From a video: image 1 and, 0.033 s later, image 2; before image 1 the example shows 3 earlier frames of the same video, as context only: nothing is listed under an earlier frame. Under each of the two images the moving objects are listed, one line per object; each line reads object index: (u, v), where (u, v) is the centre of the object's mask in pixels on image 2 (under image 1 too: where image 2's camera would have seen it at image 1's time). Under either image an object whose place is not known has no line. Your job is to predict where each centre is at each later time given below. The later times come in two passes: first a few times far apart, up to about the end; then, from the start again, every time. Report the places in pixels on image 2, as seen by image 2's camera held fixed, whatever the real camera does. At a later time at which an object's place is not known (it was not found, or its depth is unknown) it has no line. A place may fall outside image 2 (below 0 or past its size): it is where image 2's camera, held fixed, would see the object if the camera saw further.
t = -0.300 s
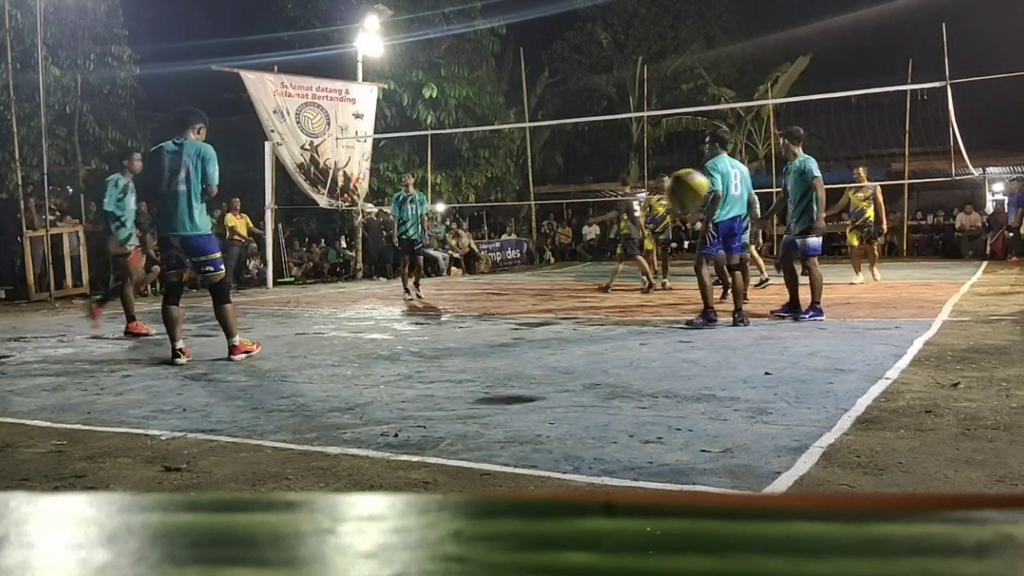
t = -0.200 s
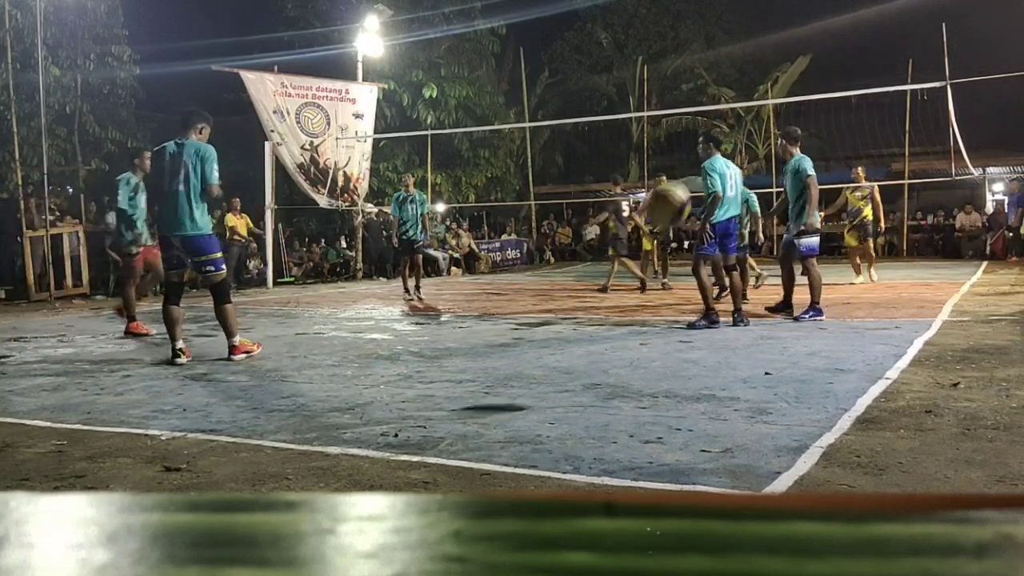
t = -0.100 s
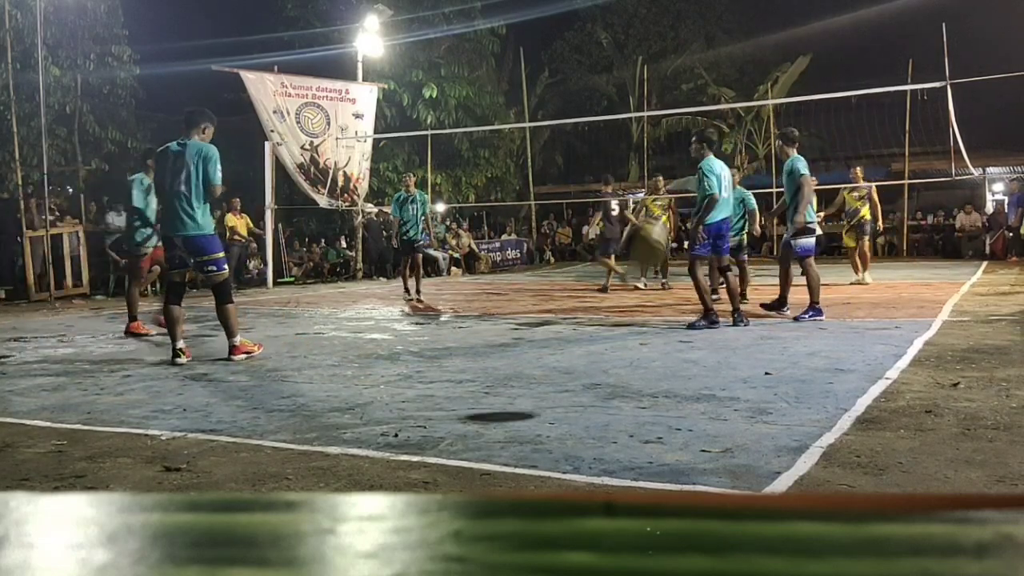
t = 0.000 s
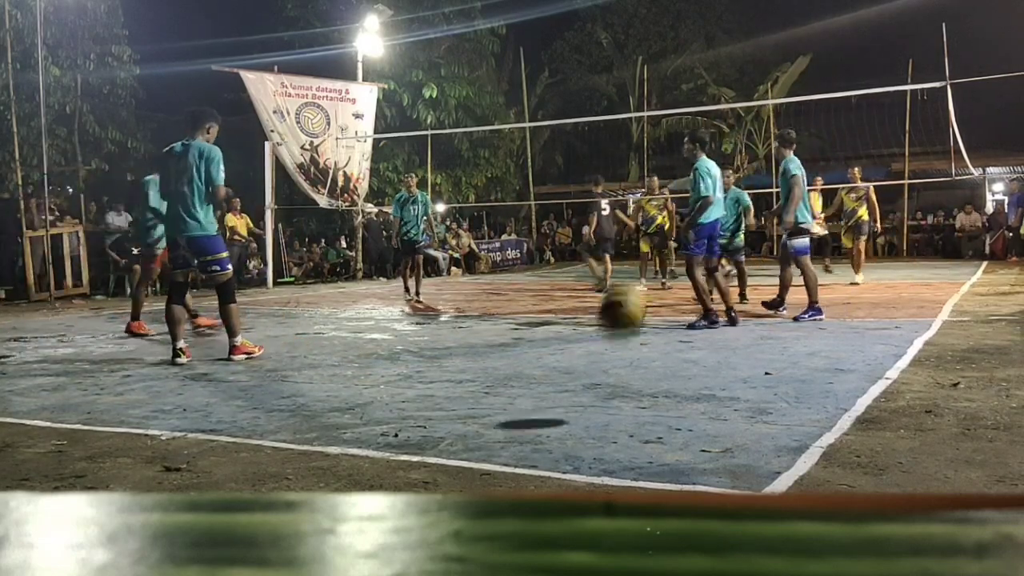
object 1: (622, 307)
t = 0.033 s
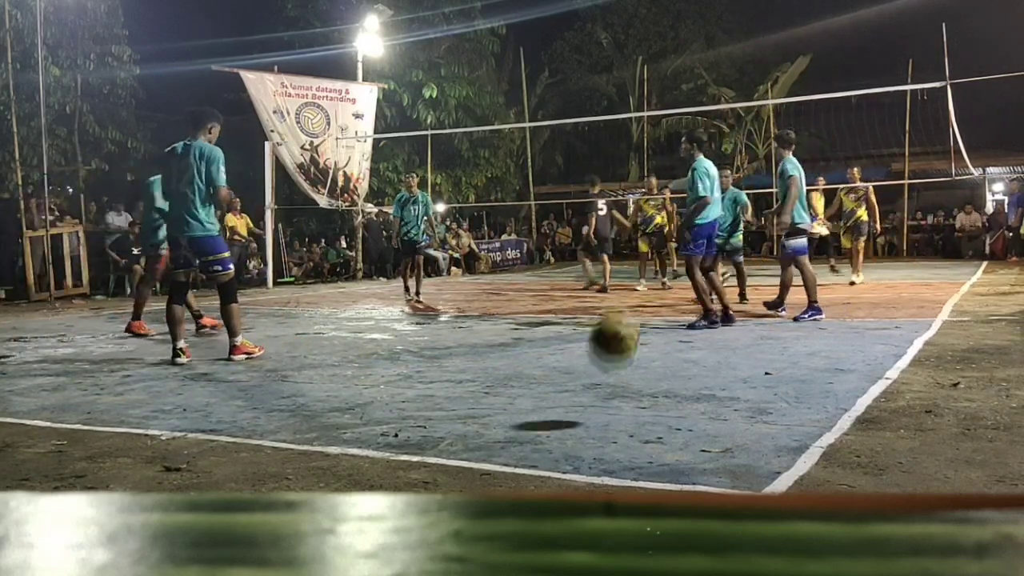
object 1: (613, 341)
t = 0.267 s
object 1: (551, 303)
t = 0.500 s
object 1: (475, 261)
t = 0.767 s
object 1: (346, 437)
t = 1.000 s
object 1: (193, 379)
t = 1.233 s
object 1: (17, 395)
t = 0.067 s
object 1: (604, 372)
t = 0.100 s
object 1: (595, 400)
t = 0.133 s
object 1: (588, 383)
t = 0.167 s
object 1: (576, 358)
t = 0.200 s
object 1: (569, 337)
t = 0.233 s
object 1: (561, 321)
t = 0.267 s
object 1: (551, 303)
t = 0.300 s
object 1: (540, 291)
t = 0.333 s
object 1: (531, 279)
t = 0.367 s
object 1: (521, 270)
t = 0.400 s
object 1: (510, 264)
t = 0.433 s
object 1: (498, 259)
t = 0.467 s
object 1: (487, 259)
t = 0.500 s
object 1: (475, 261)
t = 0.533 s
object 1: (460, 267)
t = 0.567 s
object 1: (449, 275)
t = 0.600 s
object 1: (433, 289)
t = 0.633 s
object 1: (417, 309)
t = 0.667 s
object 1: (402, 332)
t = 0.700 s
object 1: (382, 364)
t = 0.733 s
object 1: (366, 392)
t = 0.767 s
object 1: (346, 437)
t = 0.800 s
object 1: (332, 468)
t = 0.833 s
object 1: (308, 472)
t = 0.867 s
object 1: (287, 456)
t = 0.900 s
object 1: (265, 433)
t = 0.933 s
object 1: (244, 412)
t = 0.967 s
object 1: (220, 394)
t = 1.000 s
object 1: (193, 379)
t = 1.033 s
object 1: (169, 369)
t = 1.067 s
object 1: (143, 359)
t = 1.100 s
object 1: (112, 356)
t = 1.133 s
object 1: (81, 358)
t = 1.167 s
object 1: (55, 363)
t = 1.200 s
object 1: (35, 375)
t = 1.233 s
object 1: (17, 395)
